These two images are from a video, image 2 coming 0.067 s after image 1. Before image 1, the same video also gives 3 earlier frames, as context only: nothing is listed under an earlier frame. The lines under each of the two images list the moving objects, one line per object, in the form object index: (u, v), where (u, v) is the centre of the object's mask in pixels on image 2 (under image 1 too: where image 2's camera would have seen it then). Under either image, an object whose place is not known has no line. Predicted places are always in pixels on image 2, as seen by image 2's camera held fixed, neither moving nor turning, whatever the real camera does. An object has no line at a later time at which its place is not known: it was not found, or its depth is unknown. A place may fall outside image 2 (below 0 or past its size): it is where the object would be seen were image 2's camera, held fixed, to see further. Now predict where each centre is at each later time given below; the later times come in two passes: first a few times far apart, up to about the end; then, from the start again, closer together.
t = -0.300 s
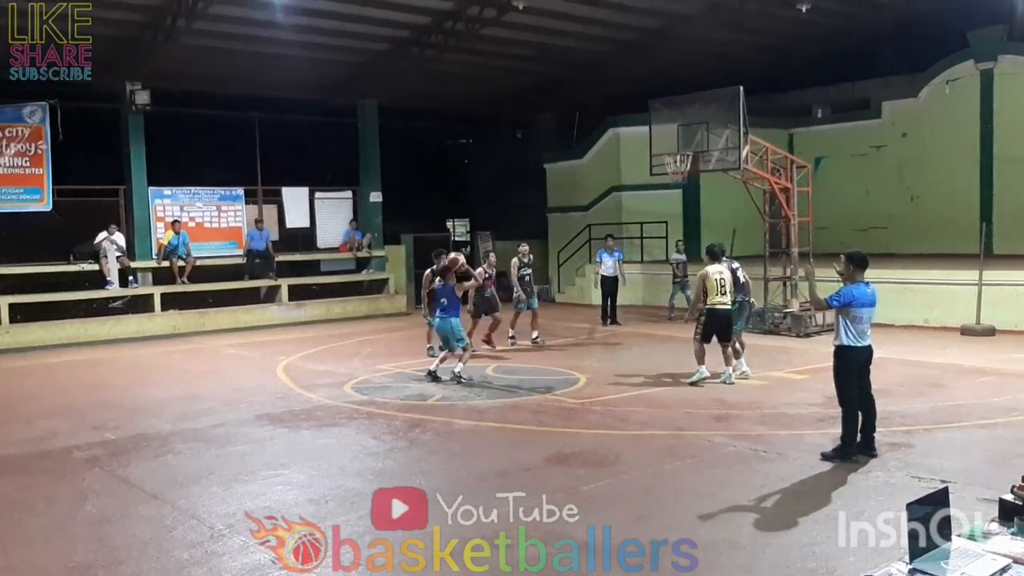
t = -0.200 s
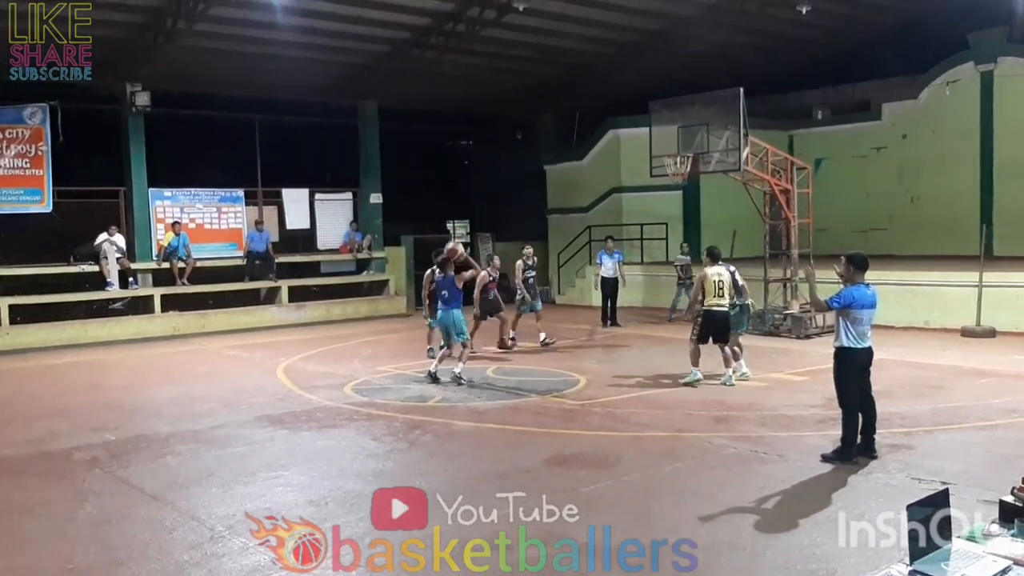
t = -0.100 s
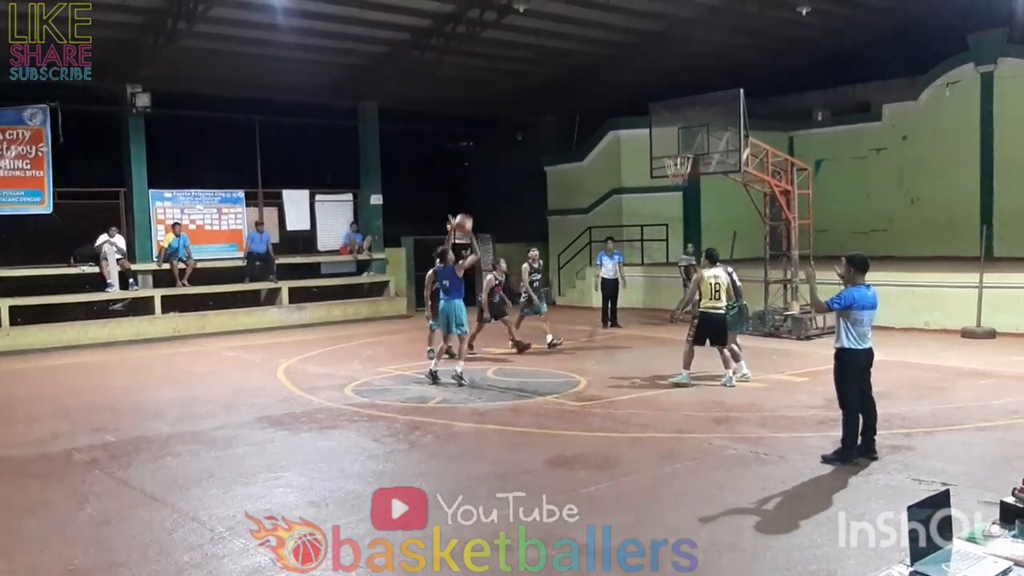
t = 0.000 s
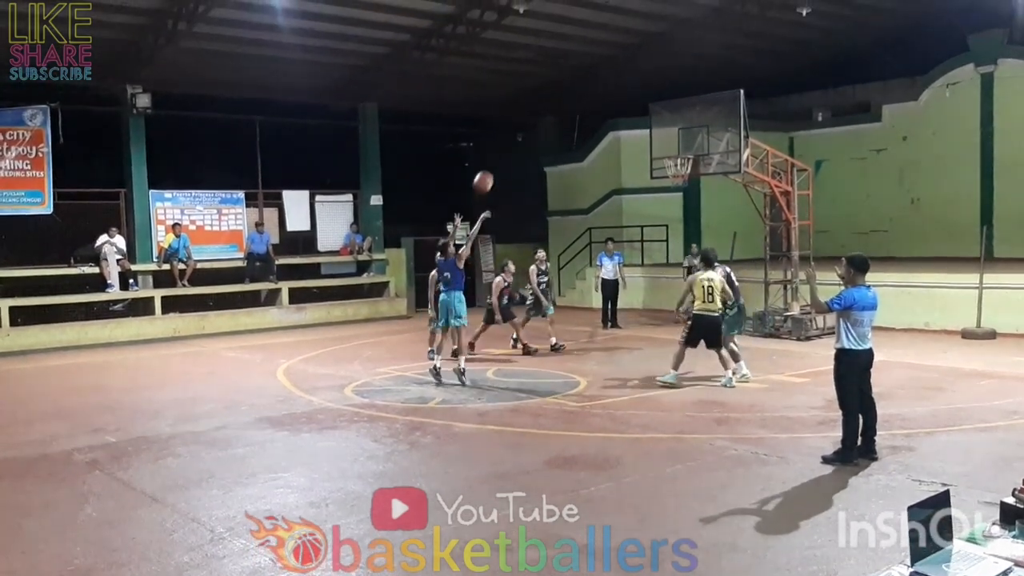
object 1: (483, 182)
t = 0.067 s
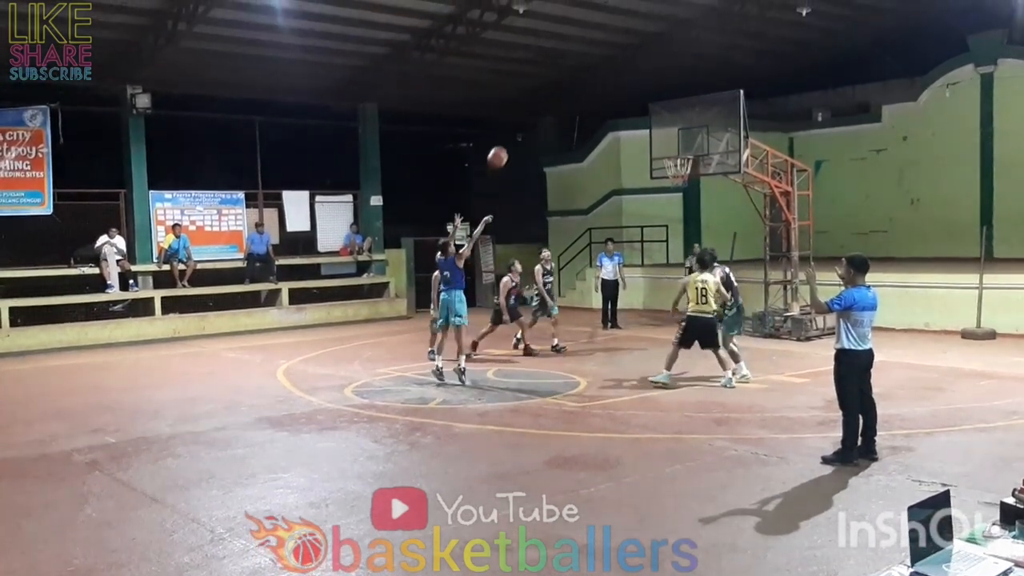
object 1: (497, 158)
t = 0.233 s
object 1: (532, 112)
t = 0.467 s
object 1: (579, 82)
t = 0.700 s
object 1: (621, 90)
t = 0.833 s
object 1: (644, 110)
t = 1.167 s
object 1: (694, 140)
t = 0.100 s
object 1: (504, 147)
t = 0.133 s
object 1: (511, 136)
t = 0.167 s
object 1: (519, 126)
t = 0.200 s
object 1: (526, 118)
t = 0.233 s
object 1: (532, 112)
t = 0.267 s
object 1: (540, 105)
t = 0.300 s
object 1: (546, 99)
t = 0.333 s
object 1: (553, 93)
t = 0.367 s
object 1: (560, 89)
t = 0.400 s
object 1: (566, 86)
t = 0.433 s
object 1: (573, 83)
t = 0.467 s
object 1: (579, 82)
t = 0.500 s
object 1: (585, 81)
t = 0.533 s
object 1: (591, 80)
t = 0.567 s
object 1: (598, 81)
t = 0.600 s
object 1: (604, 82)
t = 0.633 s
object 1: (610, 84)
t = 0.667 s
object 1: (616, 87)
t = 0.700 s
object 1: (621, 90)
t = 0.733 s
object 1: (627, 95)
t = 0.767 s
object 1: (633, 100)
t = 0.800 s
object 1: (638, 105)
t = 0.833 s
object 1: (644, 110)
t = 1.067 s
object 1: (684, 150)
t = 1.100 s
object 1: (689, 148)
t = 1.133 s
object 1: (691, 143)
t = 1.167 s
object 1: (694, 140)
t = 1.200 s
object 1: (697, 136)
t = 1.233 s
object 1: (699, 134)
